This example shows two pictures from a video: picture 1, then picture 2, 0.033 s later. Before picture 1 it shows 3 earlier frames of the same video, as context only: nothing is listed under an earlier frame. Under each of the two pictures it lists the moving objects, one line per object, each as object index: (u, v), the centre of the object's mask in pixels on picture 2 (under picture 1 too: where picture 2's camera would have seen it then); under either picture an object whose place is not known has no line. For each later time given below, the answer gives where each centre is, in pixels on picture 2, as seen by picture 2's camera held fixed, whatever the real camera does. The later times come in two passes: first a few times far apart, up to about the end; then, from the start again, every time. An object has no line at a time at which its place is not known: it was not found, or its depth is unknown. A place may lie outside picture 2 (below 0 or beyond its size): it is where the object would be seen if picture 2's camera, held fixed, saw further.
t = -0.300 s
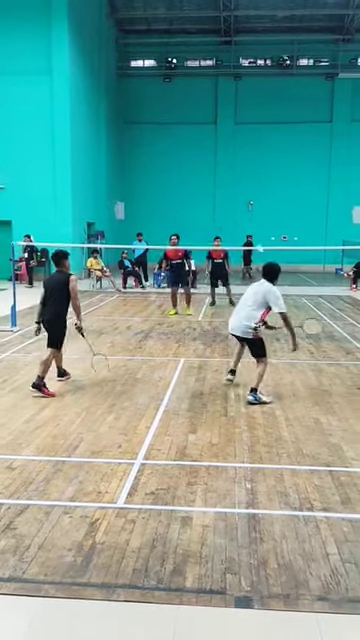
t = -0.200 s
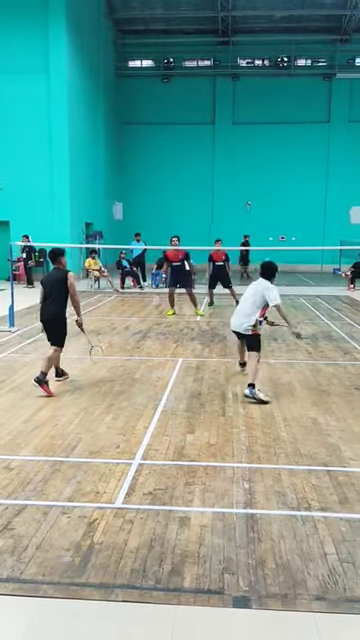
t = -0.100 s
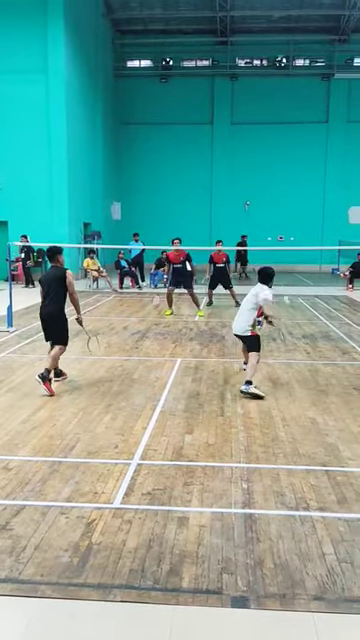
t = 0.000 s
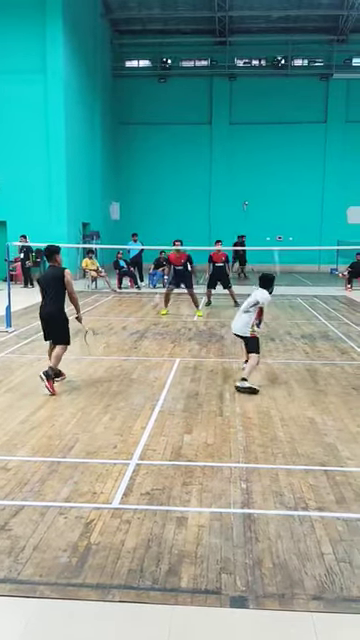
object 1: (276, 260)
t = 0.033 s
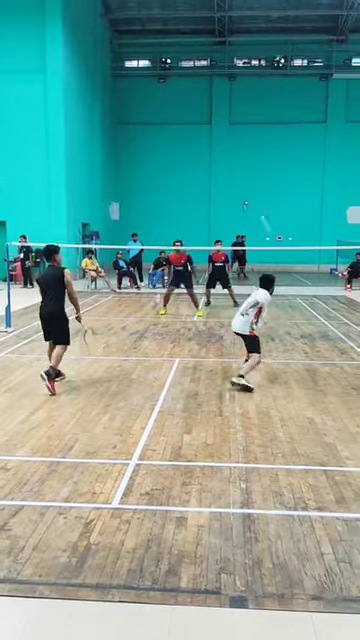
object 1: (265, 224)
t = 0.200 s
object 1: (231, 129)
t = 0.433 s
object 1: (209, 85)
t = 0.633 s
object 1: (199, 79)
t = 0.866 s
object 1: (189, 95)
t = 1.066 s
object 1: (184, 123)
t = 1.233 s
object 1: (181, 153)
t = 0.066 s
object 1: (254, 196)
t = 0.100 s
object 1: (247, 175)
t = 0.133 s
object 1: (241, 157)
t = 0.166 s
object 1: (235, 142)
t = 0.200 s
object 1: (231, 129)
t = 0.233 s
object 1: (227, 120)
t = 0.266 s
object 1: (223, 110)
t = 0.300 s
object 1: (220, 104)
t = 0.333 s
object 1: (217, 97)
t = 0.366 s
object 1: (214, 92)
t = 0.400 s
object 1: (212, 88)
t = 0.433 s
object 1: (209, 85)
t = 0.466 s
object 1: (208, 82)
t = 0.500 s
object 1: (206, 81)
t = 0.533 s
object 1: (204, 80)
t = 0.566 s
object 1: (202, 79)
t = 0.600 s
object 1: (200, 79)
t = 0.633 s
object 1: (199, 79)
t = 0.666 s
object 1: (197, 81)
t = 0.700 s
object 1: (196, 82)
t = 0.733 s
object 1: (194, 84)
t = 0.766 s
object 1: (193, 86)
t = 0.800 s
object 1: (192, 89)
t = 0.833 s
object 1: (190, 92)
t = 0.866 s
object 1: (189, 95)
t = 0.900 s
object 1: (188, 99)
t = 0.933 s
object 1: (188, 104)
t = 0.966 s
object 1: (187, 108)
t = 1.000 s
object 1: (186, 113)
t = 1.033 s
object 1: (185, 118)
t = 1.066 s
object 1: (184, 123)
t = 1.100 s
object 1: (184, 129)
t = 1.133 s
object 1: (183, 134)
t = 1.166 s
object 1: (182, 140)
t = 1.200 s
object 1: (182, 147)
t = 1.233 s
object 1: (181, 153)
